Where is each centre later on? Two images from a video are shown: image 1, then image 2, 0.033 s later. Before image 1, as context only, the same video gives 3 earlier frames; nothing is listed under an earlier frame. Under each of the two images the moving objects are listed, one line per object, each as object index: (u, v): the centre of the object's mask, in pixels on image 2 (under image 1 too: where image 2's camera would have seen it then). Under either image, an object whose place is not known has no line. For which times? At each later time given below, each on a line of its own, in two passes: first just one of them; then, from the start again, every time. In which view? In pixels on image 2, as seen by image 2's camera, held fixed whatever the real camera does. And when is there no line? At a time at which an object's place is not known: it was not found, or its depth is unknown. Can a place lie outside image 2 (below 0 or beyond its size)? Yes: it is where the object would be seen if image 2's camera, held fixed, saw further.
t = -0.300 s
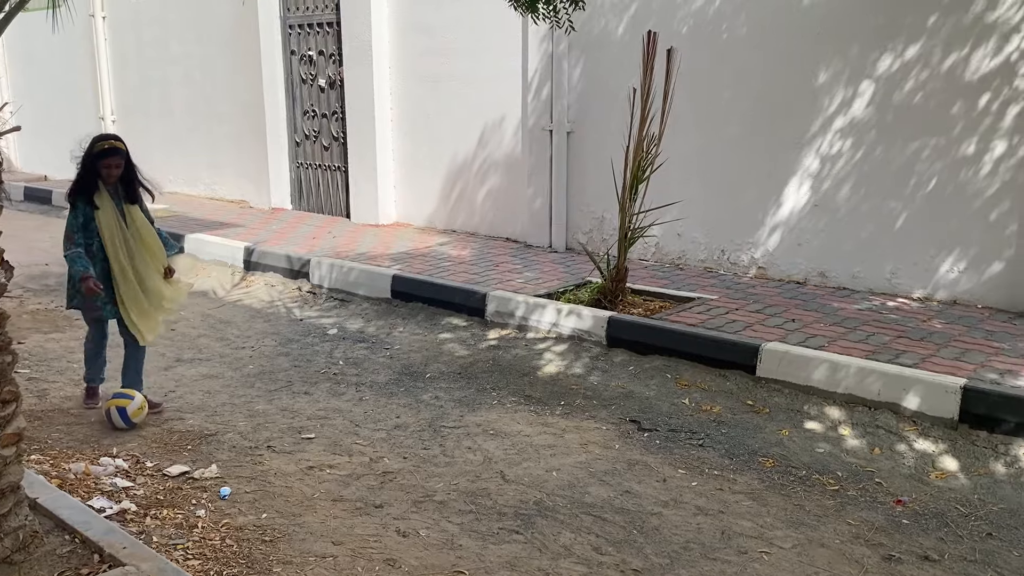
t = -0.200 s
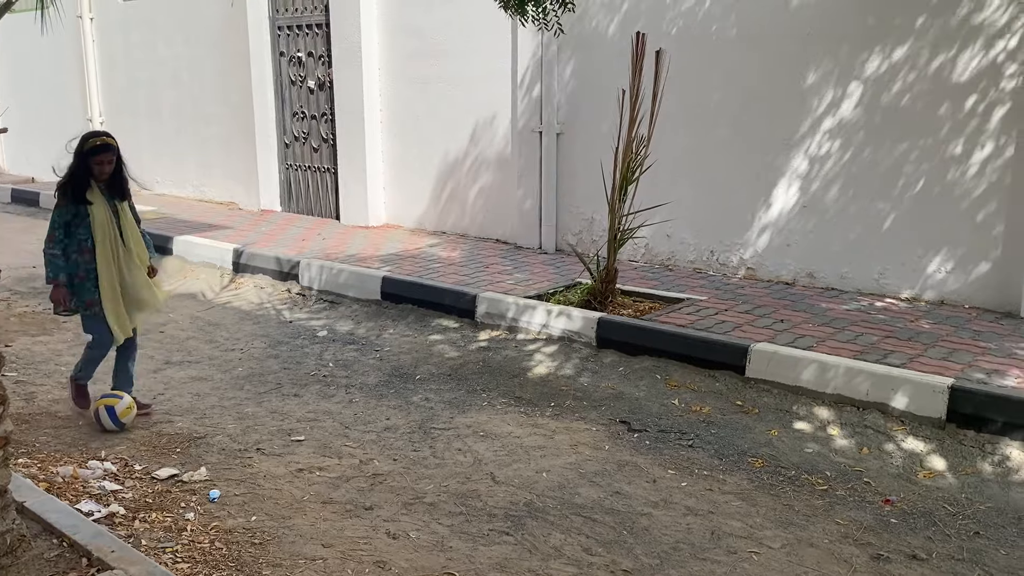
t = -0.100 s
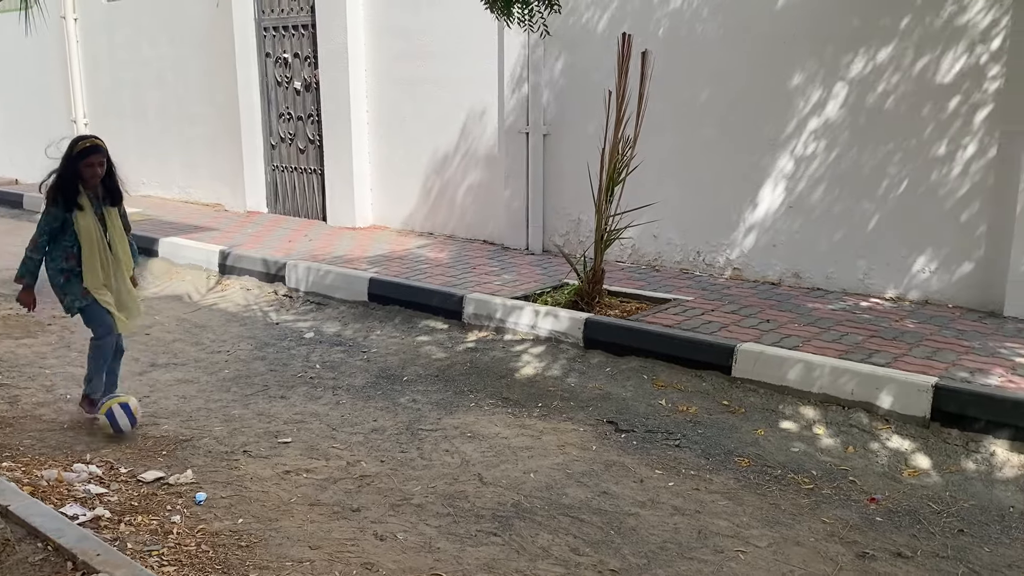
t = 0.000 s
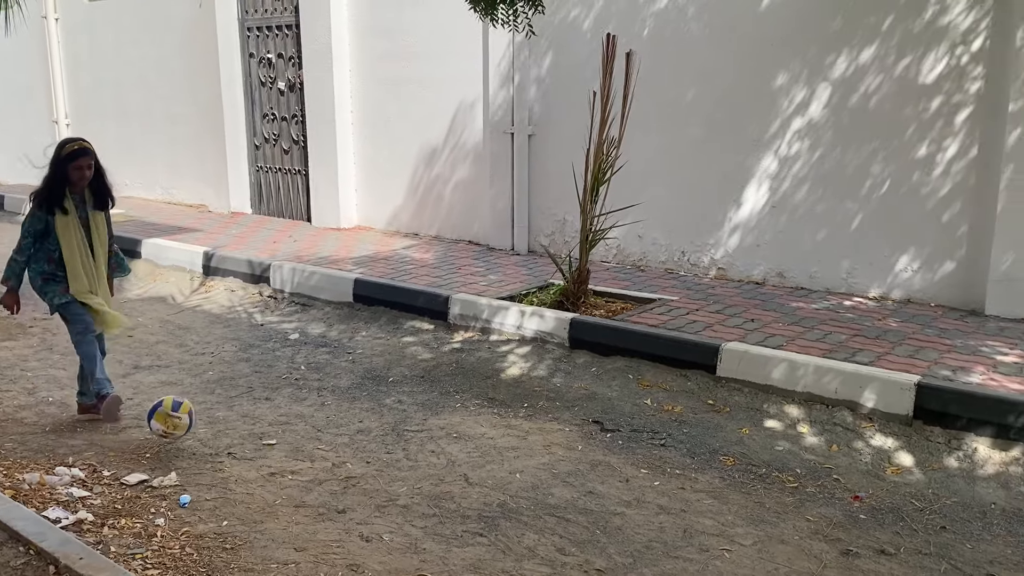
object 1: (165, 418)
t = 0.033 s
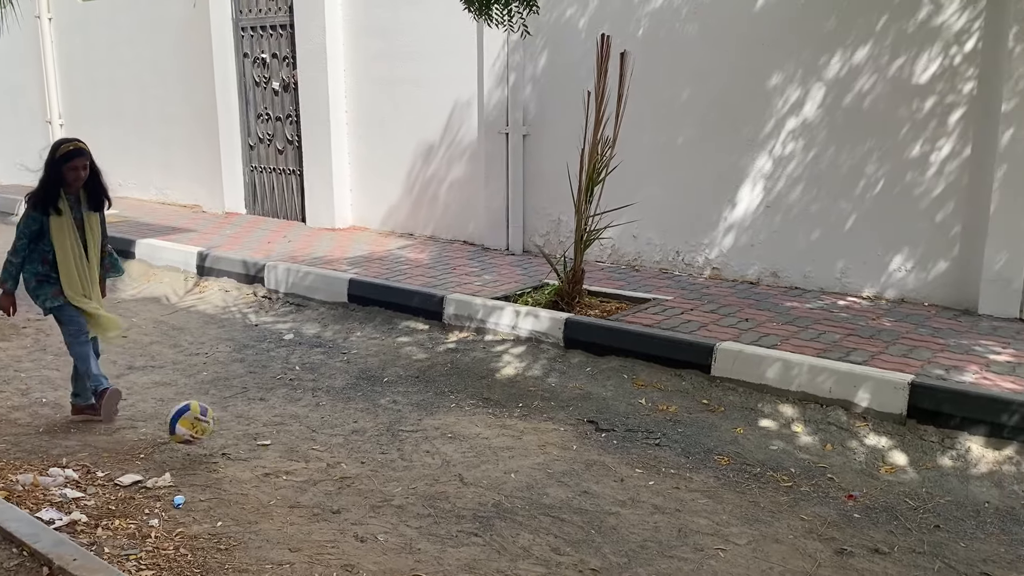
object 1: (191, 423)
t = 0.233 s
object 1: (339, 469)
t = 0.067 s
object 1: (216, 430)
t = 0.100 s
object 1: (243, 440)
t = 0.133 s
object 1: (270, 452)
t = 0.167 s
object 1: (297, 464)
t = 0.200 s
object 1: (318, 466)
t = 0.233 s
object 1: (339, 469)
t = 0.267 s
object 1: (359, 472)
